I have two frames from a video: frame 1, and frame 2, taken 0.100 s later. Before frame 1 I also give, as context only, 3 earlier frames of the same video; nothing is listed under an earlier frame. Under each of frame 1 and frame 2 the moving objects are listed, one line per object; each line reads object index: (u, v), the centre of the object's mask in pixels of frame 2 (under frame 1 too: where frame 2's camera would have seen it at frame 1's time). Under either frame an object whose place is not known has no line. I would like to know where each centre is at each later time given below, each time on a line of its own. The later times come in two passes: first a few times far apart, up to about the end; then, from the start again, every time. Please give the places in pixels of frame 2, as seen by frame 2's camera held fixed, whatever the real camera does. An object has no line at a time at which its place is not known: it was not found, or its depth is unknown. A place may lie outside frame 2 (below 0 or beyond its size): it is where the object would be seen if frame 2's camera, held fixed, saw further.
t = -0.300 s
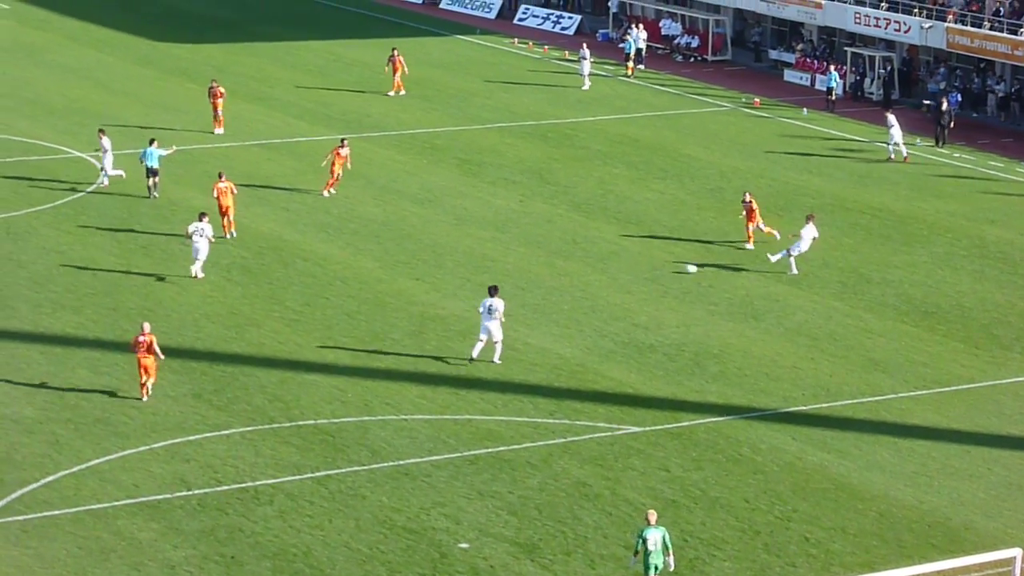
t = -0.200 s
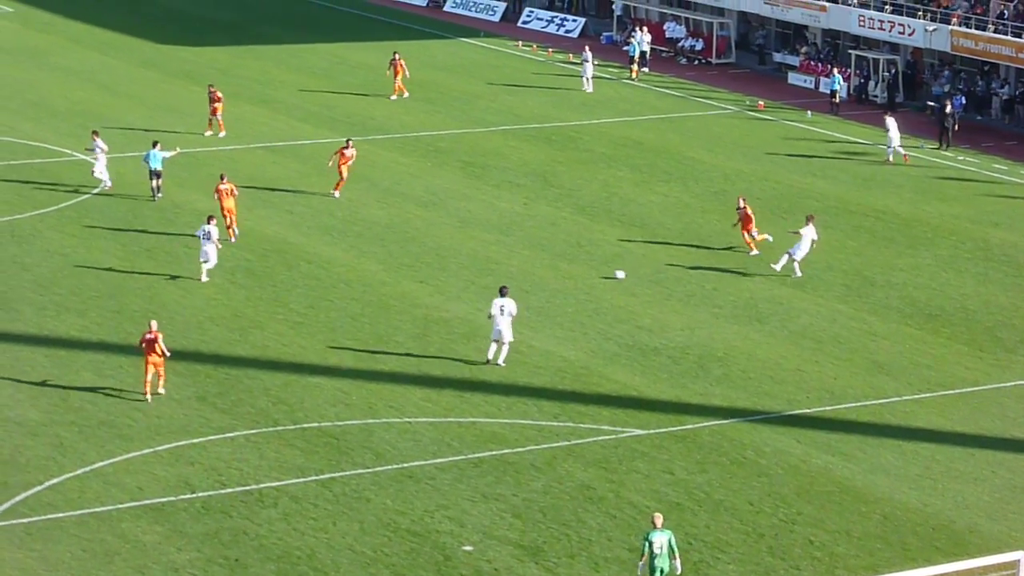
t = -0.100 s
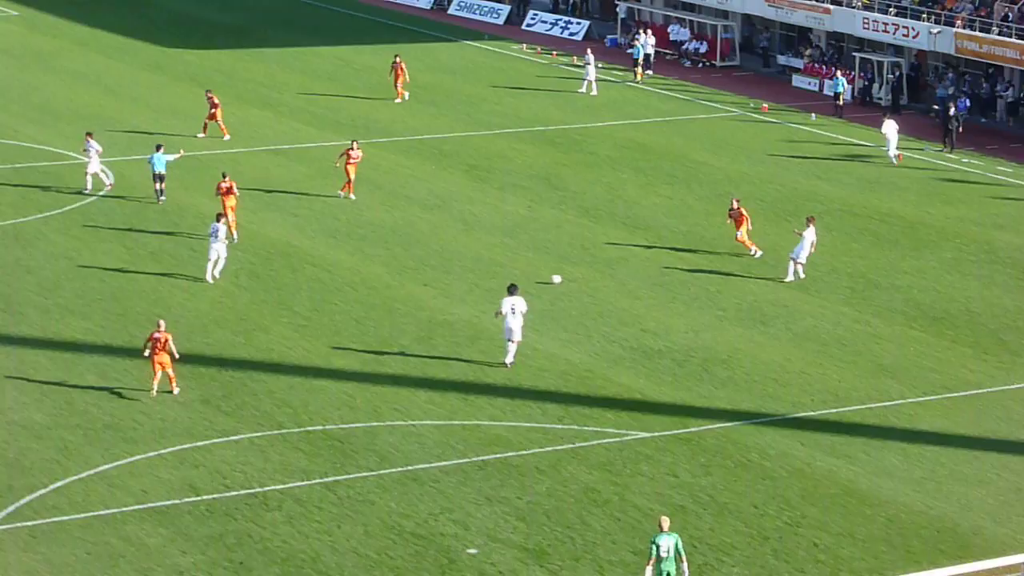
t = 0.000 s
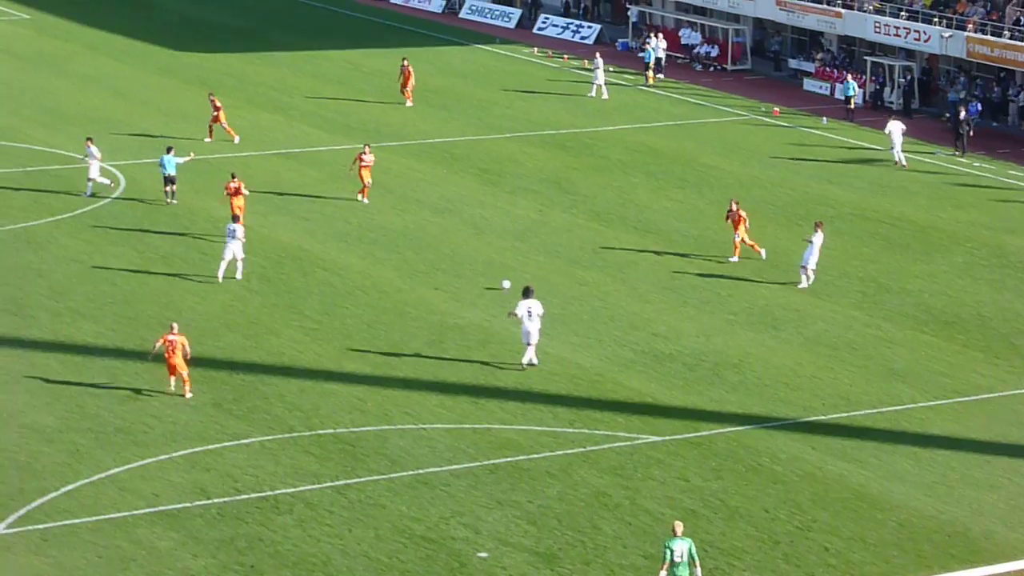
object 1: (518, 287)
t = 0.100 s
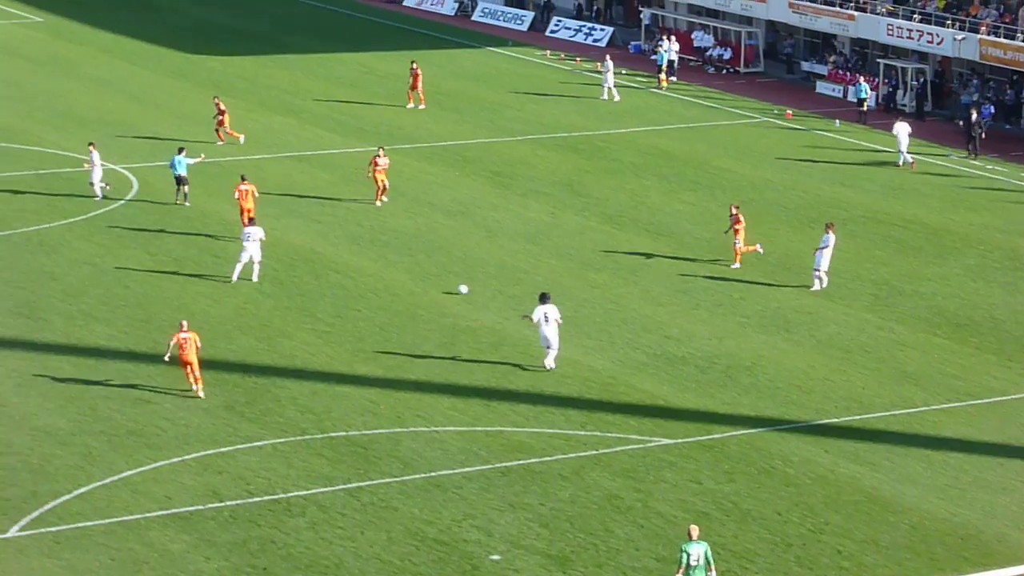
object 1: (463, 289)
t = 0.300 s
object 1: (366, 291)
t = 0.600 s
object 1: (232, 299)
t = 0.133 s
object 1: (444, 291)
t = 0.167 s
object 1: (428, 291)
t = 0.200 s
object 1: (412, 291)
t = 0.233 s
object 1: (396, 291)
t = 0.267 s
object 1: (381, 291)
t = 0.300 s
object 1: (366, 291)
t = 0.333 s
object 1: (352, 293)
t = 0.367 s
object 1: (336, 295)
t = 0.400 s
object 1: (321, 296)
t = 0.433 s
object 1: (306, 295)
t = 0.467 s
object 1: (291, 295)
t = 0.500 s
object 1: (276, 295)
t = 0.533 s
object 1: (262, 296)
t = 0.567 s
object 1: (246, 298)
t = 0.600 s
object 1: (232, 299)
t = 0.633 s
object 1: (218, 300)
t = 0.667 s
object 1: (203, 300)
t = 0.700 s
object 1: (189, 300)
